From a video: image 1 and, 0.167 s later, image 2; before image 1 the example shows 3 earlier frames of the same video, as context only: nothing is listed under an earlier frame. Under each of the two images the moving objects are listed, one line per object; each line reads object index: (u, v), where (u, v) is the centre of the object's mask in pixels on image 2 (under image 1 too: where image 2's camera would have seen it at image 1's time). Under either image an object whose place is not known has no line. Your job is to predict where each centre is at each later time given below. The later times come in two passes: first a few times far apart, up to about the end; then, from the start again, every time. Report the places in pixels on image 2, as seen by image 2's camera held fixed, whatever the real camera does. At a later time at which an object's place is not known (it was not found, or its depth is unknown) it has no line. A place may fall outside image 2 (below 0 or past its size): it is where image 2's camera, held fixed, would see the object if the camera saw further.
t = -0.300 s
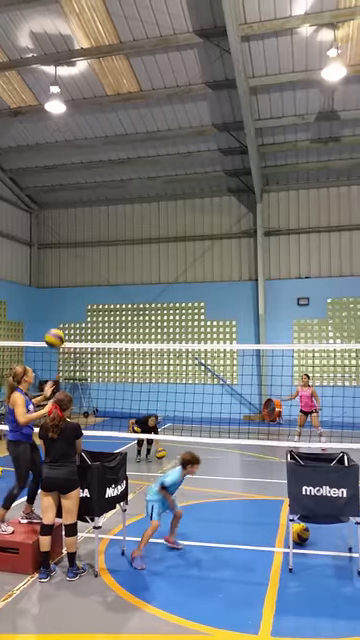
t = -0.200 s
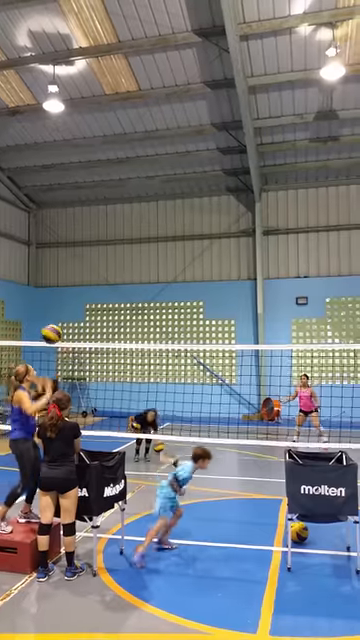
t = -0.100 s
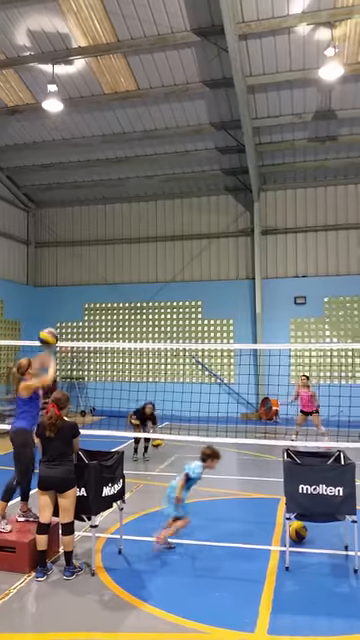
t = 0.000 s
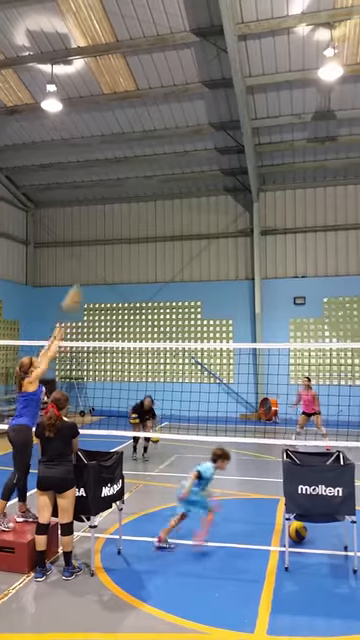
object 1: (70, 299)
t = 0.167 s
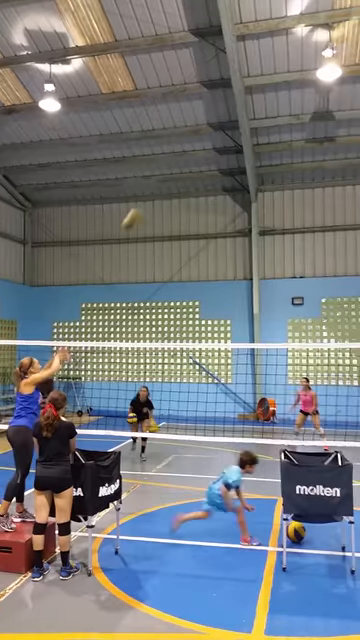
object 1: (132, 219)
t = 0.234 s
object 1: (153, 197)
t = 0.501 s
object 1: (222, 152)
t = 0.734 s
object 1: (266, 154)
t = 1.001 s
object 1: (306, 190)
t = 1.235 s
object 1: (333, 244)
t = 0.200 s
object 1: (141, 208)
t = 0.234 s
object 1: (153, 197)
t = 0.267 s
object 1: (162, 187)
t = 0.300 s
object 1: (172, 179)
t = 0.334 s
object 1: (180, 173)
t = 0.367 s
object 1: (189, 166)
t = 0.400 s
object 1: (198, 163)
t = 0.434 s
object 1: (206, 159)
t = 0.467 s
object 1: (214, 155)
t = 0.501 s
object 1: (222, 152)
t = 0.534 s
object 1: (231, 150)
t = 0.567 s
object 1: (236, 148)
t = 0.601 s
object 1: (243, 150)
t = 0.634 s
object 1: (251, 151)
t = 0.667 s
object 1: (256, 150)
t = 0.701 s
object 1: (260, 152)
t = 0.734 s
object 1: (266, 154)
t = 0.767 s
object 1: (272, 156)
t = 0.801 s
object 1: (278, 159)
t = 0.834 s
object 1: (283, 162)
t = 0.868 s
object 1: (288, 166)
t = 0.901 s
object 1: (293, 170)
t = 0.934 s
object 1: (297, 177)
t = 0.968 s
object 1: (301, 183)
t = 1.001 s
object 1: (306, 190)
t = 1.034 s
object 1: (310, 197)
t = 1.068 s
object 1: (315, 204)
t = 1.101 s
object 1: (318, 211)
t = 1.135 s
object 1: (321, 220)
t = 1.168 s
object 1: (325, 224)
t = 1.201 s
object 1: (329, 235)
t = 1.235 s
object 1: (333, 244)
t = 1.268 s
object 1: (337, 253)
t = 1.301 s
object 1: (341, 261)
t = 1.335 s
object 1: (344, 273)
